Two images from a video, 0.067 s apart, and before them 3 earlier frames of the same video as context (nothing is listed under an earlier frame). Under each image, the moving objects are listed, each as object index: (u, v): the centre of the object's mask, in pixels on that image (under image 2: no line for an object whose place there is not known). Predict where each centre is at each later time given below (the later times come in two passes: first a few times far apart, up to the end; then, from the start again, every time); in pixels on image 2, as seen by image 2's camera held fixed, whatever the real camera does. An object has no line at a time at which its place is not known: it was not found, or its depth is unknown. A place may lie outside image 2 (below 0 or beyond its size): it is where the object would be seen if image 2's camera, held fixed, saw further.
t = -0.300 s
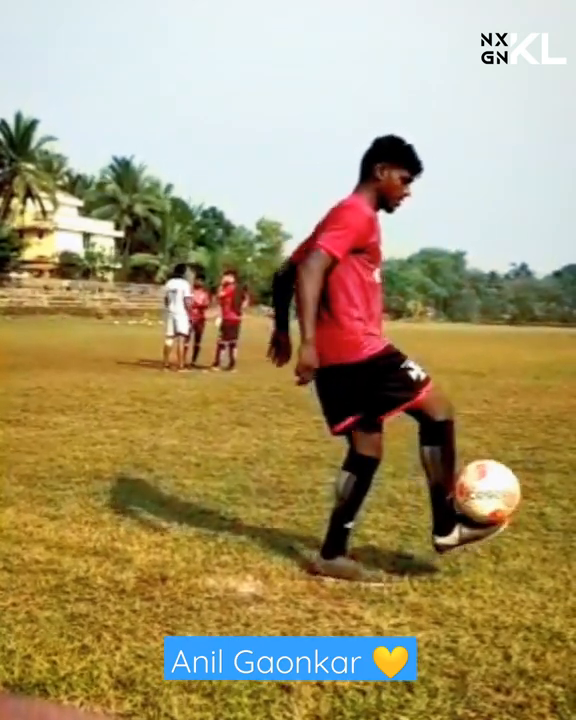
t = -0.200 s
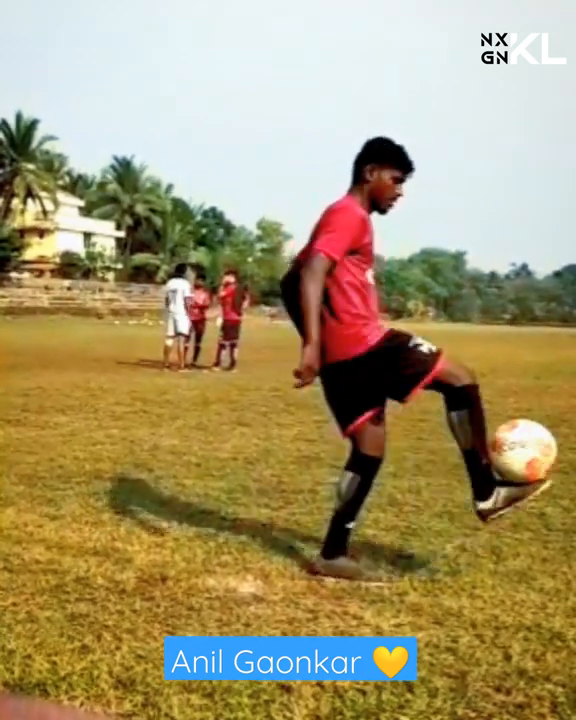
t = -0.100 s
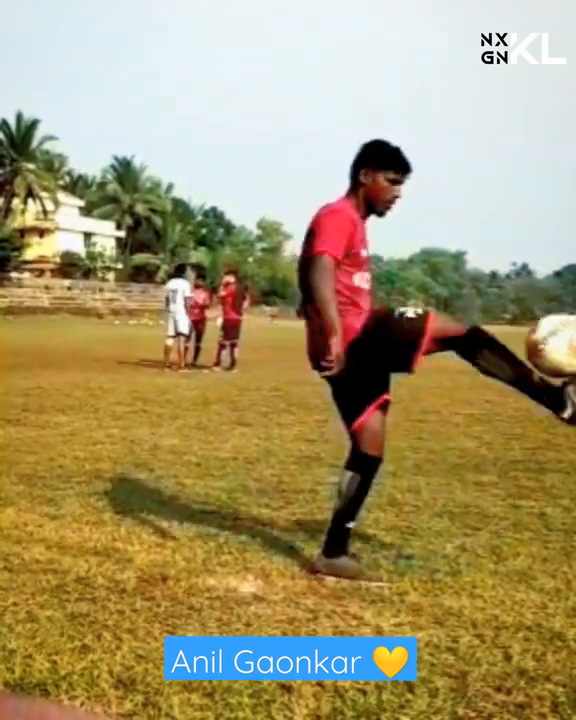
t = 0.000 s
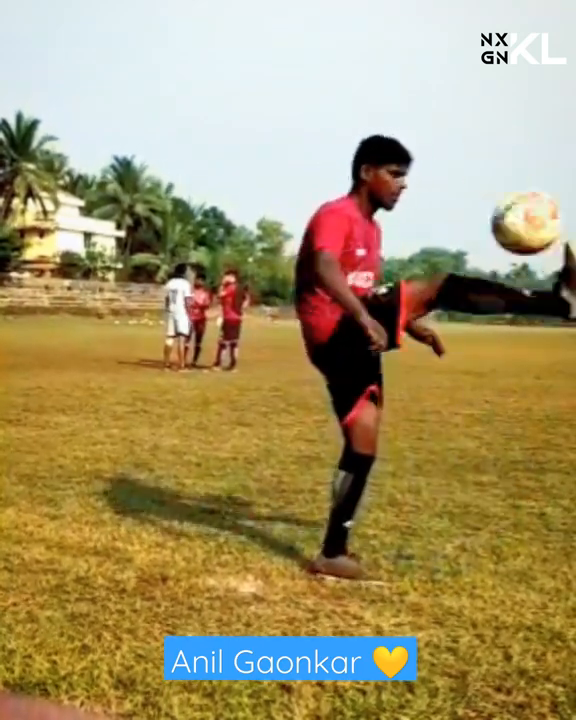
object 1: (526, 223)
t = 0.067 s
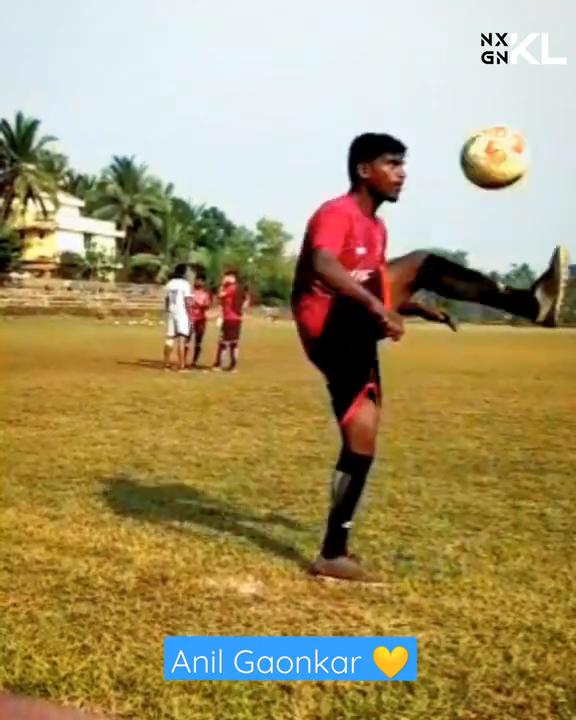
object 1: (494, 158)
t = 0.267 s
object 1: (396, 39)
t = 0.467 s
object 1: (302, 35)
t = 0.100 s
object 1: (478, 130)
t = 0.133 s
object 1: (461, 106)
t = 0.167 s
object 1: (445, 83)
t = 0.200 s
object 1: (429, 65)
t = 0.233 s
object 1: (412, 51)
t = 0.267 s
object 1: (396, 39)
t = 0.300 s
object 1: (380, 32)
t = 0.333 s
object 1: (367, 27)
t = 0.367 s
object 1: (350, 27)
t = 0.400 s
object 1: (334, 29)
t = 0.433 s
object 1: (318, 31)
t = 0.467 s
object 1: (302, 35)
